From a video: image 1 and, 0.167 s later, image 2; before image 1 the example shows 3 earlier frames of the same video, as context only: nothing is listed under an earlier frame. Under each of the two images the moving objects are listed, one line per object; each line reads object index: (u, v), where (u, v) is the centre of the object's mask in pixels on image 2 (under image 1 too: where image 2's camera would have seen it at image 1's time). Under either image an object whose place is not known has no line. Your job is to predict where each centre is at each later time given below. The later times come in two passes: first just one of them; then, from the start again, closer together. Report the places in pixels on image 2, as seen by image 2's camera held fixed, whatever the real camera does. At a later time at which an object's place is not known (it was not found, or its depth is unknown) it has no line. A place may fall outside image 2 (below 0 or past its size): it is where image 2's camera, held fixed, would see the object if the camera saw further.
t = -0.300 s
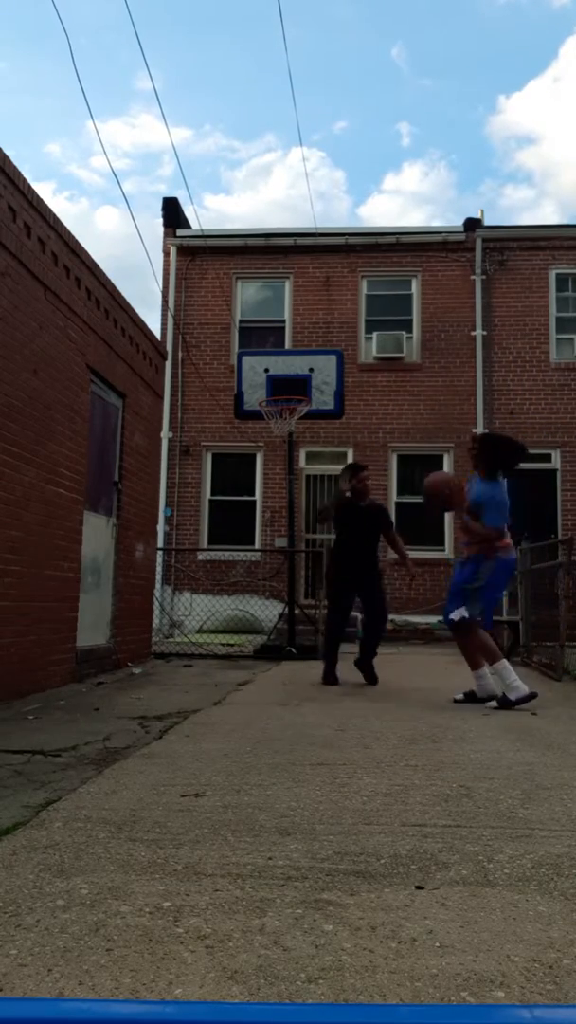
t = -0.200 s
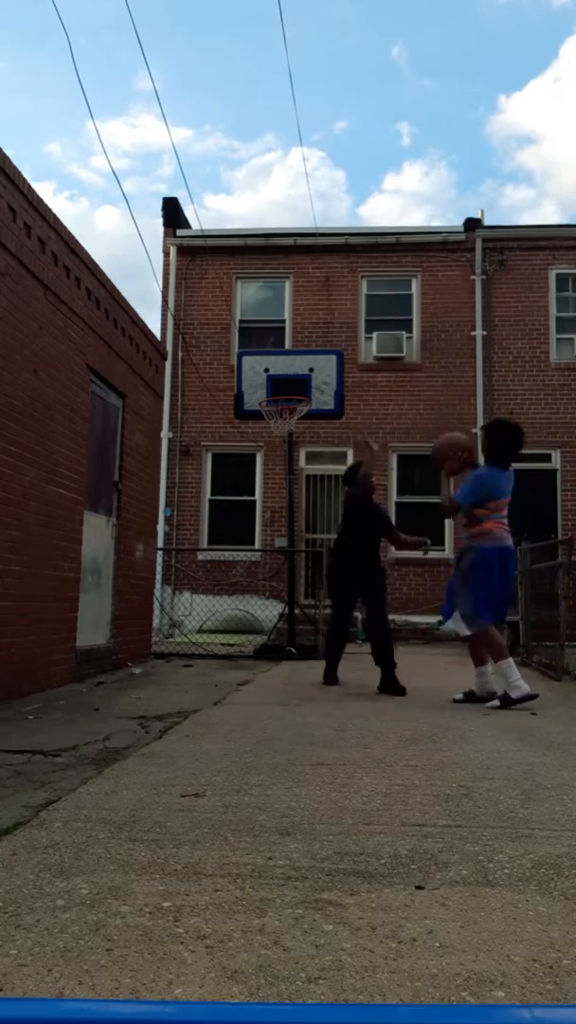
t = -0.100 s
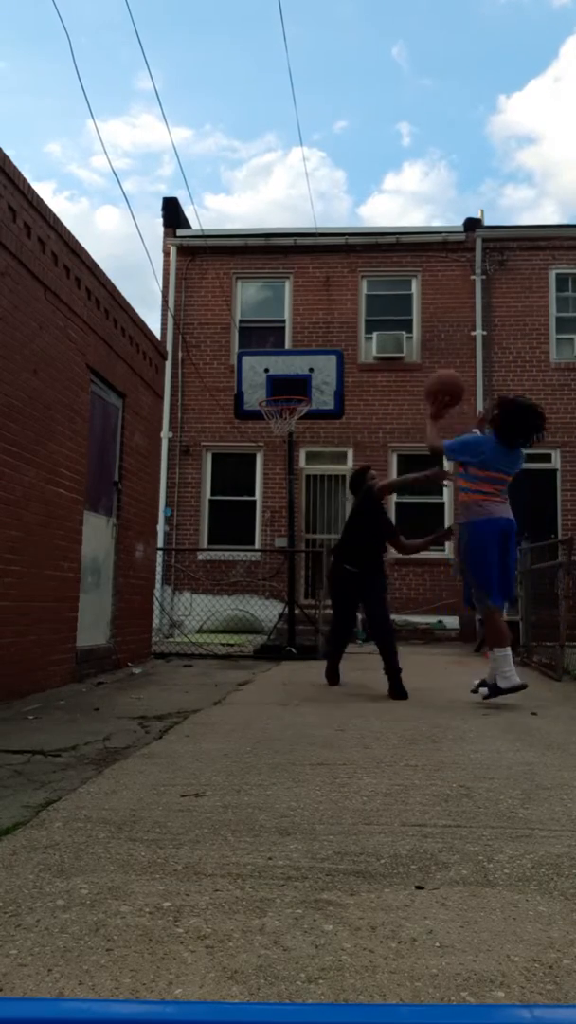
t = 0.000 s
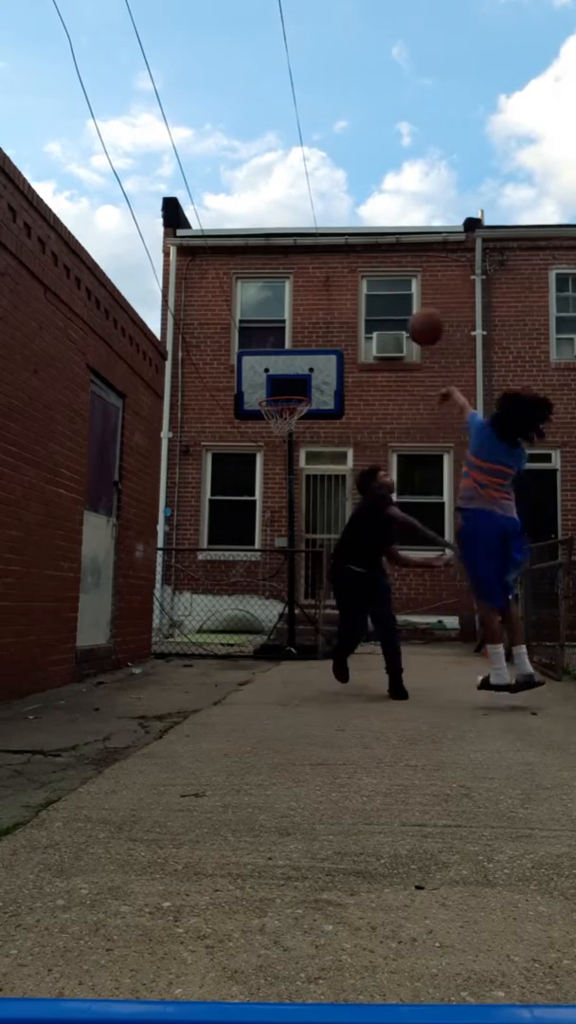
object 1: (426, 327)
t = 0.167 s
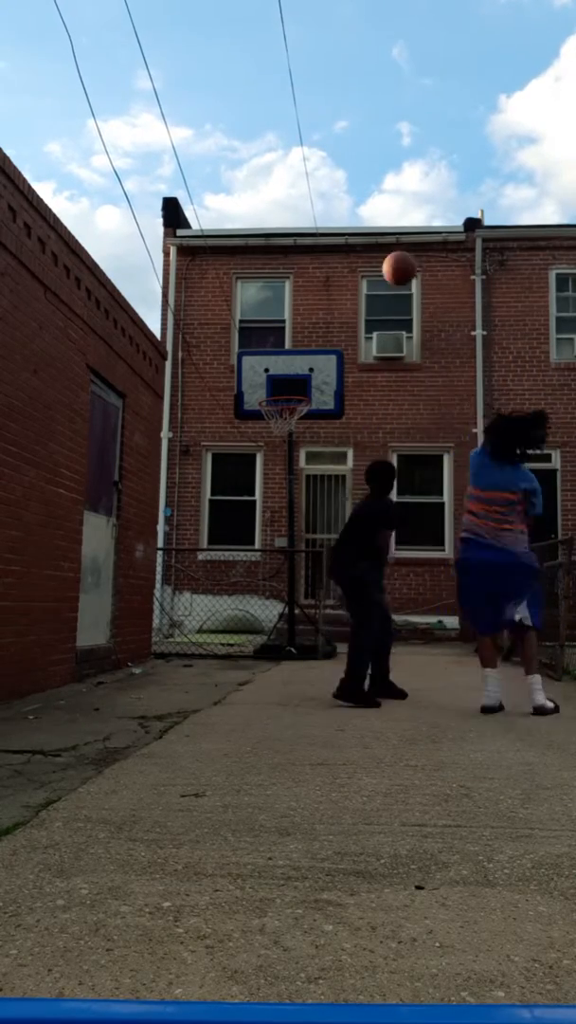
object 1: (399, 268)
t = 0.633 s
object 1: (344, 303)
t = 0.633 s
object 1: (344, 303)
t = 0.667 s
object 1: (342, 312)
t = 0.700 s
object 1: (338, 324)
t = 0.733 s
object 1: (336, 337)
